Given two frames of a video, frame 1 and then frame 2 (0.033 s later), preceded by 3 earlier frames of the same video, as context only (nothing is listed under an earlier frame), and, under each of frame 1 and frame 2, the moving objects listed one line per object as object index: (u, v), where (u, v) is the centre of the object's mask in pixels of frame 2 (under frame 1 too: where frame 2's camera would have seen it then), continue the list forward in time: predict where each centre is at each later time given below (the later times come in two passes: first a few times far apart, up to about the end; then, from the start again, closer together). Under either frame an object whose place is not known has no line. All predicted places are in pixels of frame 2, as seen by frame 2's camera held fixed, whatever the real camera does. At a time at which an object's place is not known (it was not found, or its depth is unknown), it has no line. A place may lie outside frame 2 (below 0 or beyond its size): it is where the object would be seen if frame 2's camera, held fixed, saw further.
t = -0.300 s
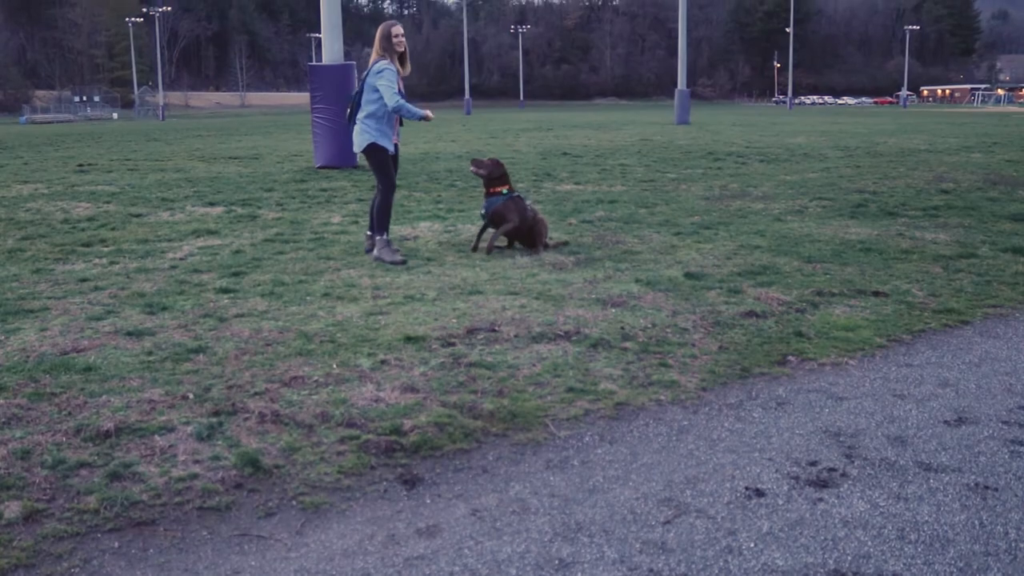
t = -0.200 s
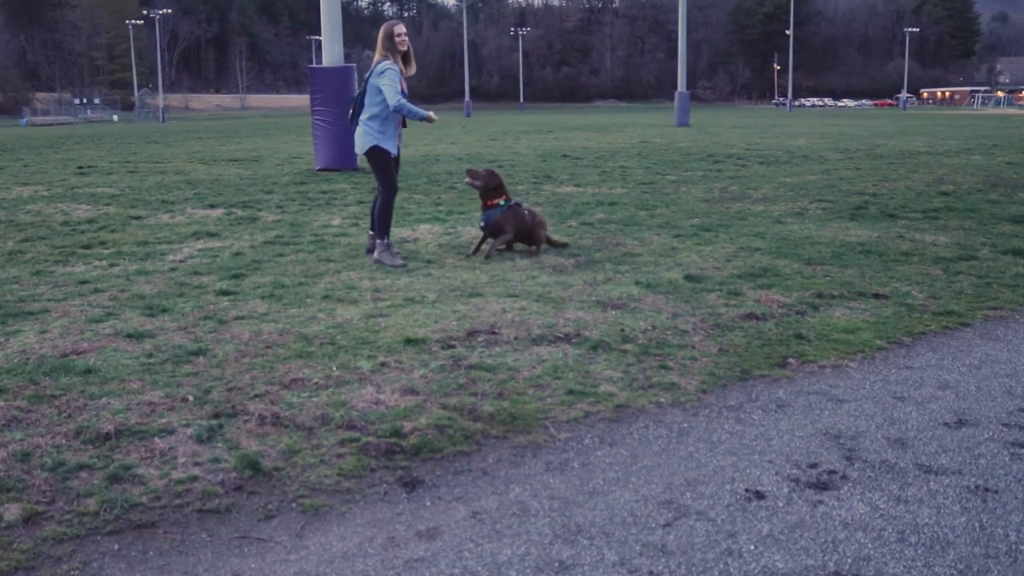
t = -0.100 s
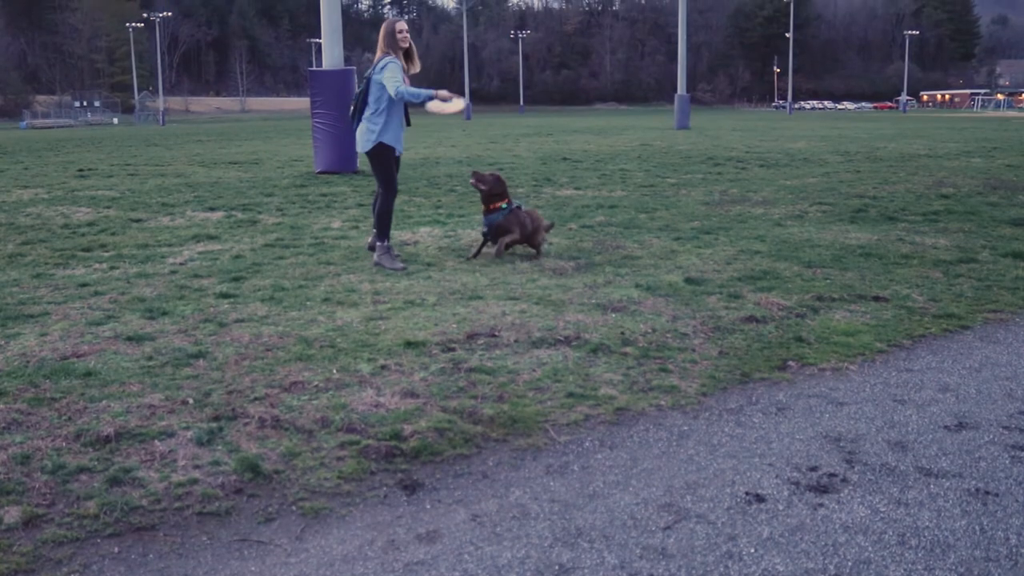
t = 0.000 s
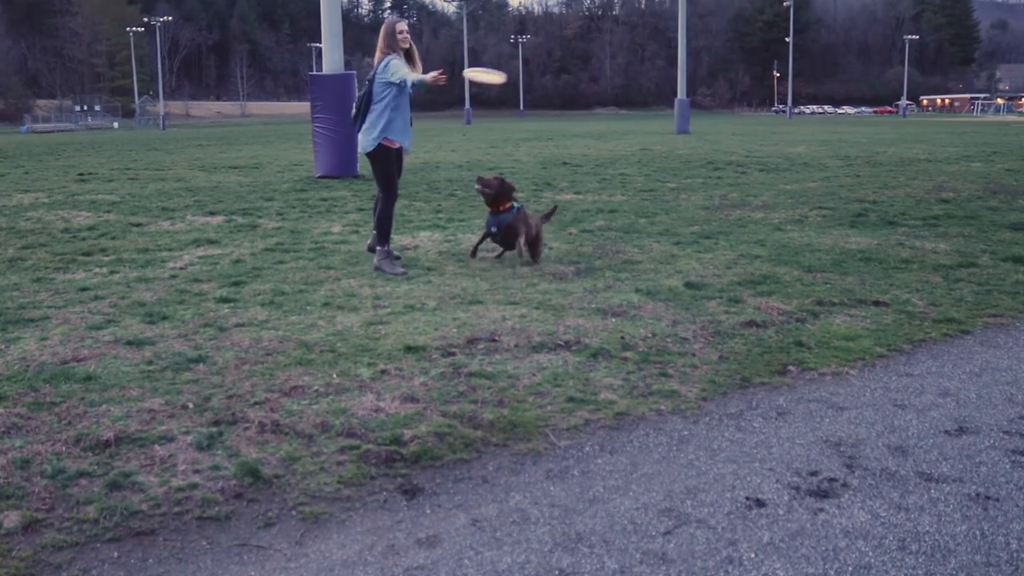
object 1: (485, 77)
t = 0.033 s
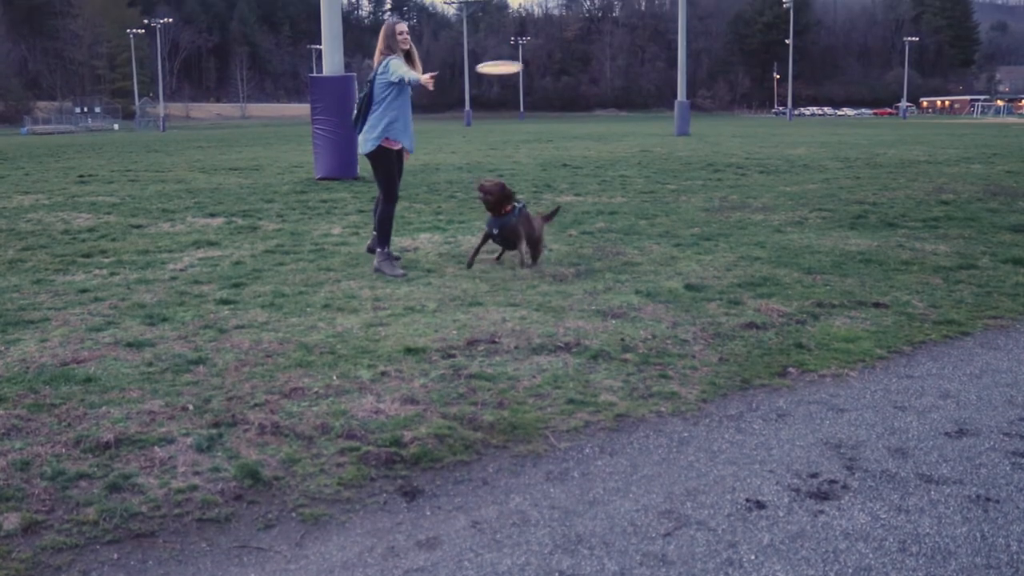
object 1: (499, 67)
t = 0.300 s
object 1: (645, 22)
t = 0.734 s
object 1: (1140, 99)
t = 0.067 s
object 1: (514, 58)
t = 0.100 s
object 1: (529, 51)
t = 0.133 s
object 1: (546, 44)
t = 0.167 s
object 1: (563, 38)
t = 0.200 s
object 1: (582, 32)
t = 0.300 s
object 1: (645, 22)
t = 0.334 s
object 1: (670, 20)
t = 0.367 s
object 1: (697, 20)
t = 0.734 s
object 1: (1140, 99)
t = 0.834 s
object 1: (1310, 164)
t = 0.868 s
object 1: (1371, 192)
